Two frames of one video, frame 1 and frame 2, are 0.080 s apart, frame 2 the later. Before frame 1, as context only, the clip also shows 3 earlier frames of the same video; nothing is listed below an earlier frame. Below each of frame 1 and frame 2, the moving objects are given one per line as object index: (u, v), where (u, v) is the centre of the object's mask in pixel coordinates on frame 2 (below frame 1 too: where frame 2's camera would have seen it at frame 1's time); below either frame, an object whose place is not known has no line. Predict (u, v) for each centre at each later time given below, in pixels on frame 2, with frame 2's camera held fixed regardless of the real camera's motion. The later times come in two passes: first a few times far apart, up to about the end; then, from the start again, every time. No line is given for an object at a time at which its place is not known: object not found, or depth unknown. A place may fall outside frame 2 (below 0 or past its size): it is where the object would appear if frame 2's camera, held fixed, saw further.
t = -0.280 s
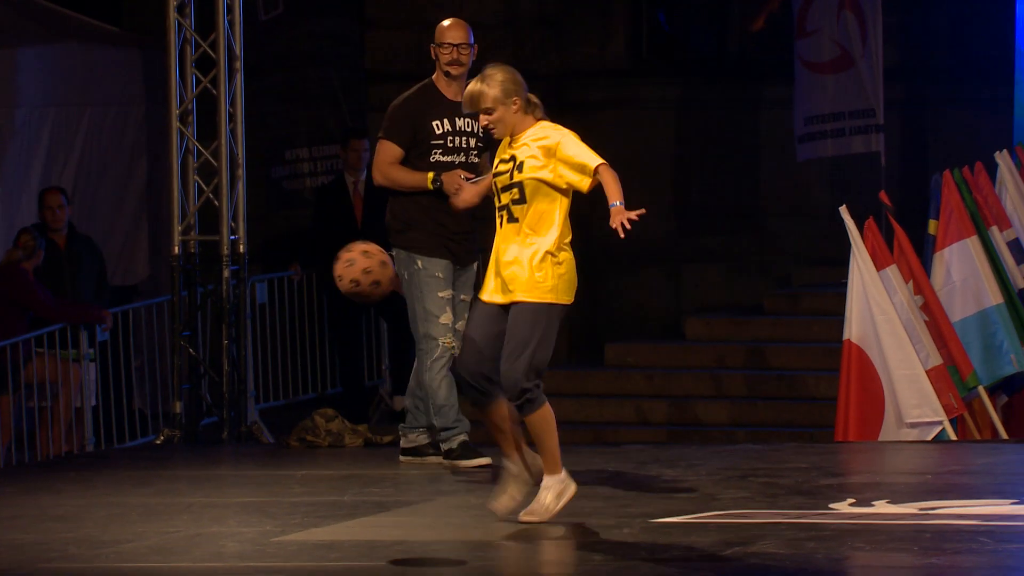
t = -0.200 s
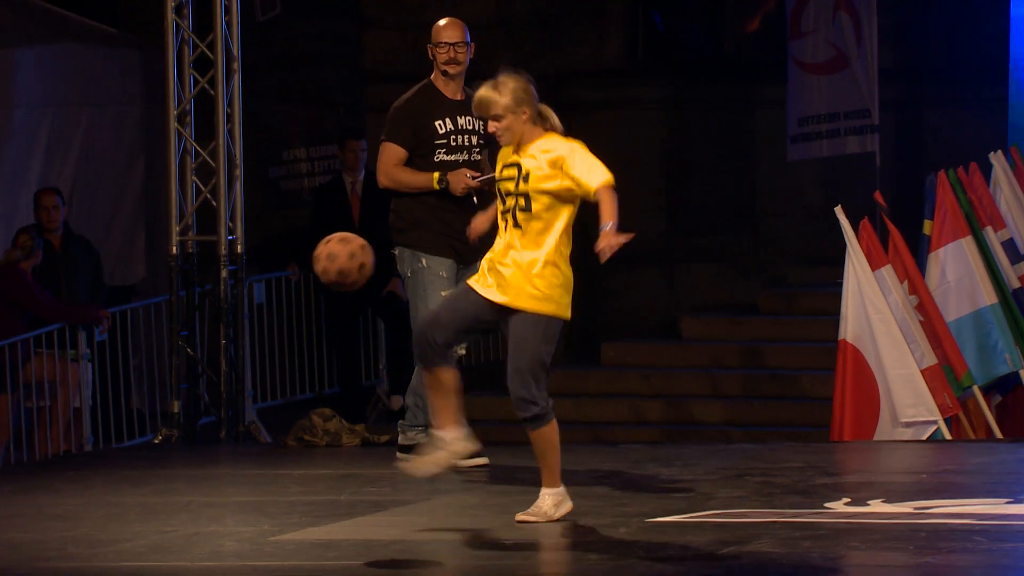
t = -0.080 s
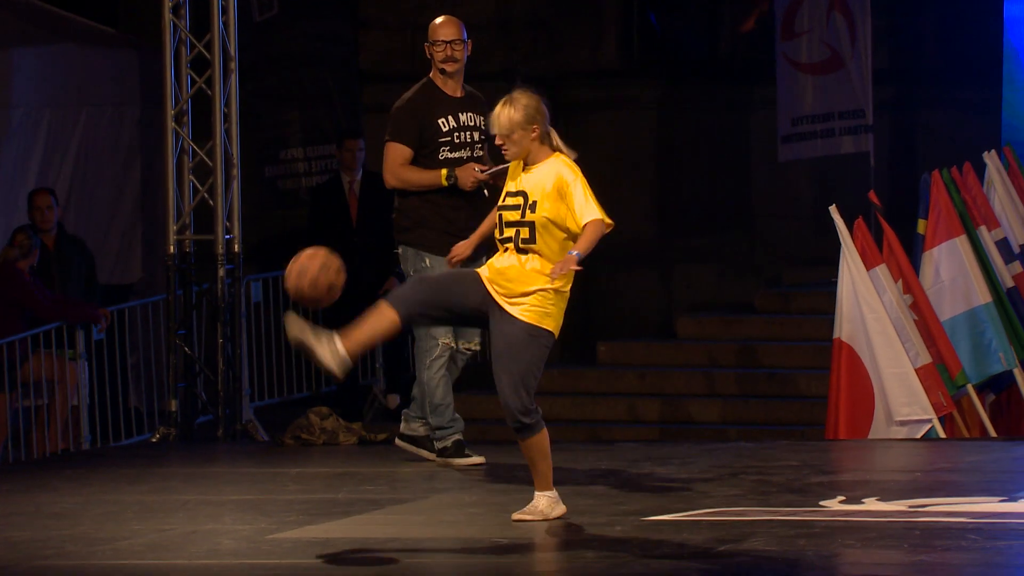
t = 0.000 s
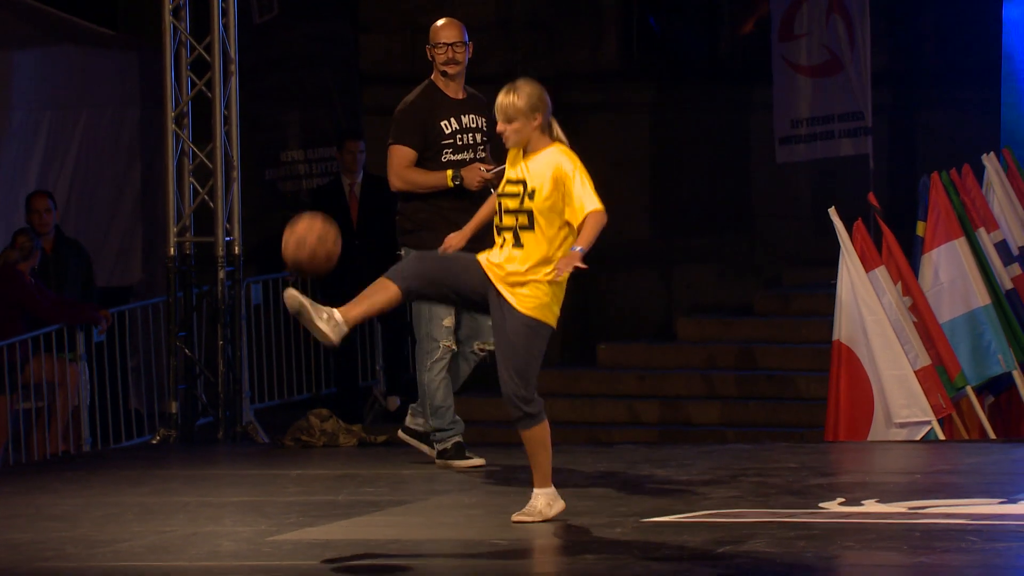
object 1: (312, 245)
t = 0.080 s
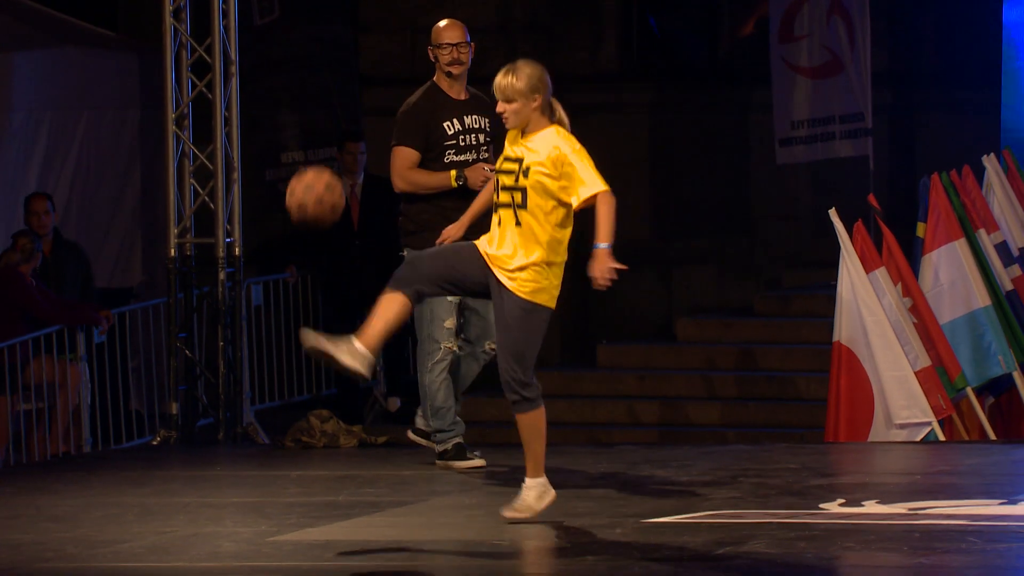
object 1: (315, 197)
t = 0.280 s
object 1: (325, 152)
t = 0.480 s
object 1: (336, 215)
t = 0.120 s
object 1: (318, 179)
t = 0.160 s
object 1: (319, 166)
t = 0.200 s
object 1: (321, 157)
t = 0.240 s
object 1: (323, 152)
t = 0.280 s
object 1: (325, 152)
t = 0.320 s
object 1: (327, 155)
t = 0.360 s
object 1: (329, 163)
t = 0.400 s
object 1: (332, 176)
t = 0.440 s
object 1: (334, 193)
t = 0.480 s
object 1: (336, 215)
